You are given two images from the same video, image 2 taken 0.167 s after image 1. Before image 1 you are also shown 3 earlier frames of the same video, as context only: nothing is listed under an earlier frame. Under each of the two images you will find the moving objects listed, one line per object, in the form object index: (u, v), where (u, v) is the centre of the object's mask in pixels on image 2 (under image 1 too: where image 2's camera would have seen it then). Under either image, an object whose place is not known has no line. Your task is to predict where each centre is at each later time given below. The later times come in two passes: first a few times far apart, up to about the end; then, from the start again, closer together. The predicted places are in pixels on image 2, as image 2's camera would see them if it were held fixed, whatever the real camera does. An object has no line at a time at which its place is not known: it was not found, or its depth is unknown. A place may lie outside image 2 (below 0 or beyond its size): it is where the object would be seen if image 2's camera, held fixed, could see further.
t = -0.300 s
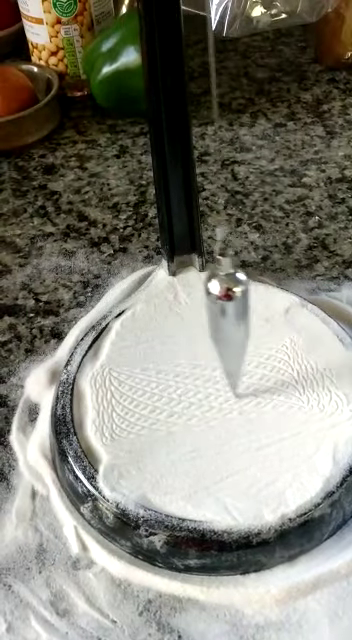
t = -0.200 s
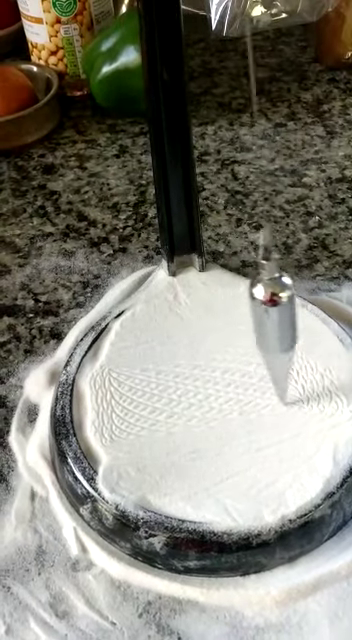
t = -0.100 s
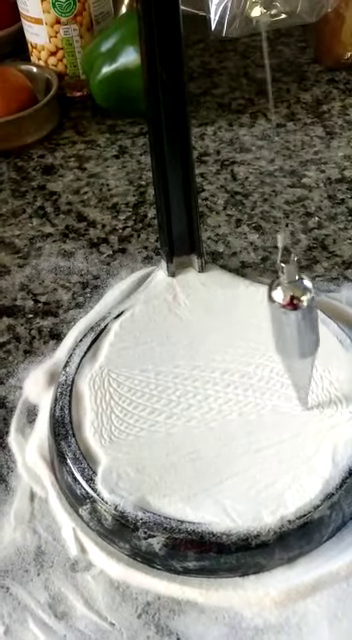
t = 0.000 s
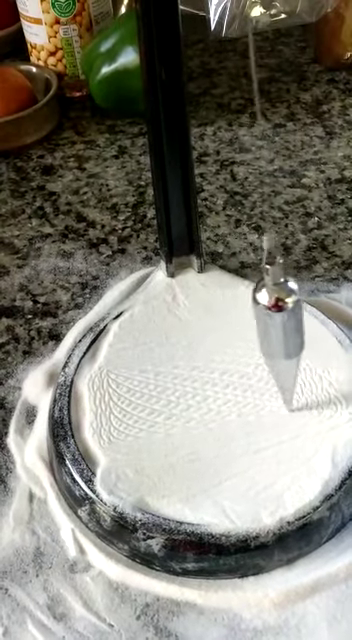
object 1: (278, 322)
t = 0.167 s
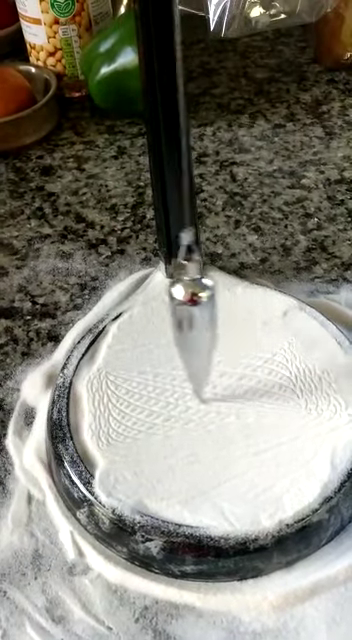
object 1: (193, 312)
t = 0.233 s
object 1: (156, 307)
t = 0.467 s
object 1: (110, 287)
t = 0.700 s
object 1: (205, 299)
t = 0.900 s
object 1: (285, 314)
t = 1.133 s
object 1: (232, 329)
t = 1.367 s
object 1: (117, 305)
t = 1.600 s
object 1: (139, 286)
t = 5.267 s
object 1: (226, 326)
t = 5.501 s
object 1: (121, 342)
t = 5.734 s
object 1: (148, 302)
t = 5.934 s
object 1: (234, 272)
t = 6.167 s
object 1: (267, 286)
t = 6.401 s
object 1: (173, 340)
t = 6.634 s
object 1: (115, 338)
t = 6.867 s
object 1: (194, 291)
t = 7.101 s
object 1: (268, 267)
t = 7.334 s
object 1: (219, 306)
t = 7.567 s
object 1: (121, 347)
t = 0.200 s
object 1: (174, 309)
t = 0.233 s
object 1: (156, 307)
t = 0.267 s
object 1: (140, 302)
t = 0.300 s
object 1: (126, 299)
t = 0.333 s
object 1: (116, 294)
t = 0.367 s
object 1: (109, 294)
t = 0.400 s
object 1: (106, 290)
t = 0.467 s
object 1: (110, 287)
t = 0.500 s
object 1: (117, 288)
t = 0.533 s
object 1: (127, 290)
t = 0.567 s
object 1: (140, 292)
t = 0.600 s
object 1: (154, 292)
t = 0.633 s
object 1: (170, 294)
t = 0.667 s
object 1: (187, 295)
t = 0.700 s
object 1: (205, 299)
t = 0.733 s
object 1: (222, 302)
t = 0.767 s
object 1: (239, 305)
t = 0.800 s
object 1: (254, 307)
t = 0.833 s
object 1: (268, 310)
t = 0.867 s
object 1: (278, 312)
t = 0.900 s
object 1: (285, 314)
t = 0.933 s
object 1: (290, 319)
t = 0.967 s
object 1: (289, 320)
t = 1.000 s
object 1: (285, 323)
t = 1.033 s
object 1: (277, 325)
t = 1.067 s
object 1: (265, 326)
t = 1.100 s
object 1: (250, 327)
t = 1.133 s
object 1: (232, 329)
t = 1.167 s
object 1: (213, 327)
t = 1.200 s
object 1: (194, 325)
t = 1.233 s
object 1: (174, 321)
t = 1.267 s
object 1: (156, 317)
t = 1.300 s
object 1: (140, 312)
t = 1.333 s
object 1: (127, 309)
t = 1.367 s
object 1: (117, 305)
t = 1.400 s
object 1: (110, 300)
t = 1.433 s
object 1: (107, 295)
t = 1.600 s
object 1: (139, 286)
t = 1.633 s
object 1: (154, 286)
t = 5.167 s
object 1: (264, 303)
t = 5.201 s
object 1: (253, 310)
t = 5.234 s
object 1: (240, 315)
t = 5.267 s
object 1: (226, 326)
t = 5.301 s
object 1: (209, 333)
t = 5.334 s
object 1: (192, 338)
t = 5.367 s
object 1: (175, 344)
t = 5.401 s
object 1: (158, 347)
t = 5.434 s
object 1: (143, 347)
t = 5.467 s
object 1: (130, 346)
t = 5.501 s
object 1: (121, 342)
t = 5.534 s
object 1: (115, 338)
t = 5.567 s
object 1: (113, 334)
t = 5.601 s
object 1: (114, 329)
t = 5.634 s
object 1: (119, 324)
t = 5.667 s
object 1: (126, 316)
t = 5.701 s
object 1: (136, 309)
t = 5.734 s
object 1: (148, 302)
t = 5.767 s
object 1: (161, 295)
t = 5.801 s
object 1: (176, 289)
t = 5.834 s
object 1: (191, 283)
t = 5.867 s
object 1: (206, 279)
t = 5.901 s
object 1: (220, 274)
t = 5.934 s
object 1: (234, 272)
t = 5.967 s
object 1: (246, 269)
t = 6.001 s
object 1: (256, 270)
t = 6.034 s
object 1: (264, 270)
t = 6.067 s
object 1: (269, 271)
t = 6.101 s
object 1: (272, 275)
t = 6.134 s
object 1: (271, 280)
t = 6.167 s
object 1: (267, 286)
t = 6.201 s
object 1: (260, 292)
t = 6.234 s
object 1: (250, 299)
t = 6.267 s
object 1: (237, 307)
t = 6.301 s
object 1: (223, 318)
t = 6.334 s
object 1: (207, 326)
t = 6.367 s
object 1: (190, 332)
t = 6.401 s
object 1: (173, 340)
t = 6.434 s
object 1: (157, 347)
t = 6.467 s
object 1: (143, 347)
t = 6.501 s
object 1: (130, 348)
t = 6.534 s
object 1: (121, 347)
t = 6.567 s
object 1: (116, 344)
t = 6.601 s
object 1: (114, 342)
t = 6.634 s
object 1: (115, 338)
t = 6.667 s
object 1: (120, 332)
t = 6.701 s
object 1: (128, 326)
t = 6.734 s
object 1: (138, 320)
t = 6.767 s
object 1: (150, 311)
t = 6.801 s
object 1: (164, 306)
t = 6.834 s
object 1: (179, 298)
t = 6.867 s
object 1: (194, 291)
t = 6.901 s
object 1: (208, 287)
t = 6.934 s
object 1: (222, 281)
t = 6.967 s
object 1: (236, 276)
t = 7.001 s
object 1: (247, 271)
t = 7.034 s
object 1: (256, 267)
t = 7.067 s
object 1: (263, 267)
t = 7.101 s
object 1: (268, 267)
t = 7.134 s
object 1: (270, 270)
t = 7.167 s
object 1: (268, 273)
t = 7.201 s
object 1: (264, 278)
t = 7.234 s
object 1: (257, 284)
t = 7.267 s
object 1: (246, 292)
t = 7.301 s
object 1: (234, 298)
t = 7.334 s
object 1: (219, 306)
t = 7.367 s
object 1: (204, 316)
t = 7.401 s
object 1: (186, 324)
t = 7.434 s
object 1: (170, 332)
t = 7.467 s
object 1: (155, 338)
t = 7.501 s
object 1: (141, 343)
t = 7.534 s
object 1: (130, 345)
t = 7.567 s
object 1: (121, 347)
